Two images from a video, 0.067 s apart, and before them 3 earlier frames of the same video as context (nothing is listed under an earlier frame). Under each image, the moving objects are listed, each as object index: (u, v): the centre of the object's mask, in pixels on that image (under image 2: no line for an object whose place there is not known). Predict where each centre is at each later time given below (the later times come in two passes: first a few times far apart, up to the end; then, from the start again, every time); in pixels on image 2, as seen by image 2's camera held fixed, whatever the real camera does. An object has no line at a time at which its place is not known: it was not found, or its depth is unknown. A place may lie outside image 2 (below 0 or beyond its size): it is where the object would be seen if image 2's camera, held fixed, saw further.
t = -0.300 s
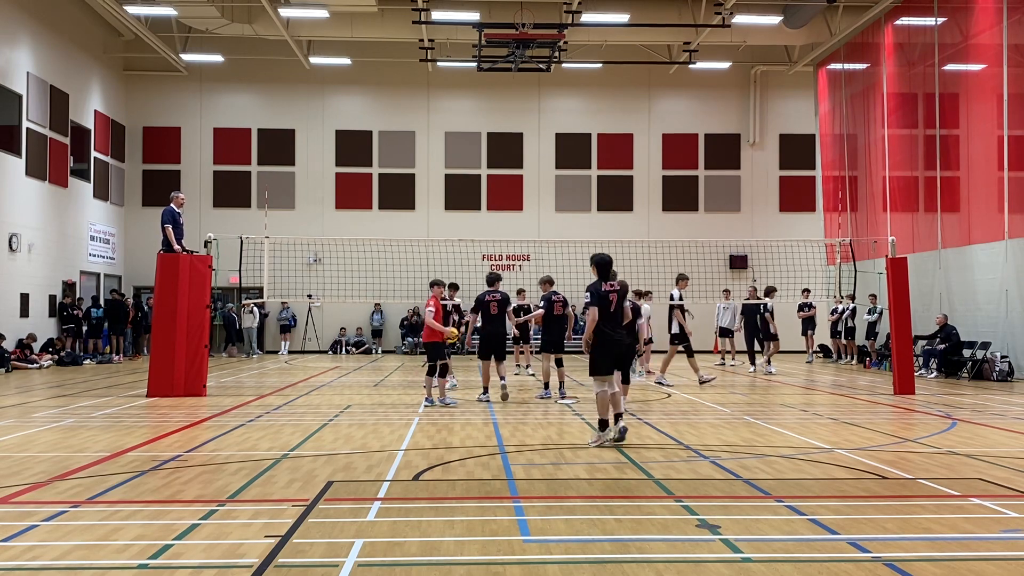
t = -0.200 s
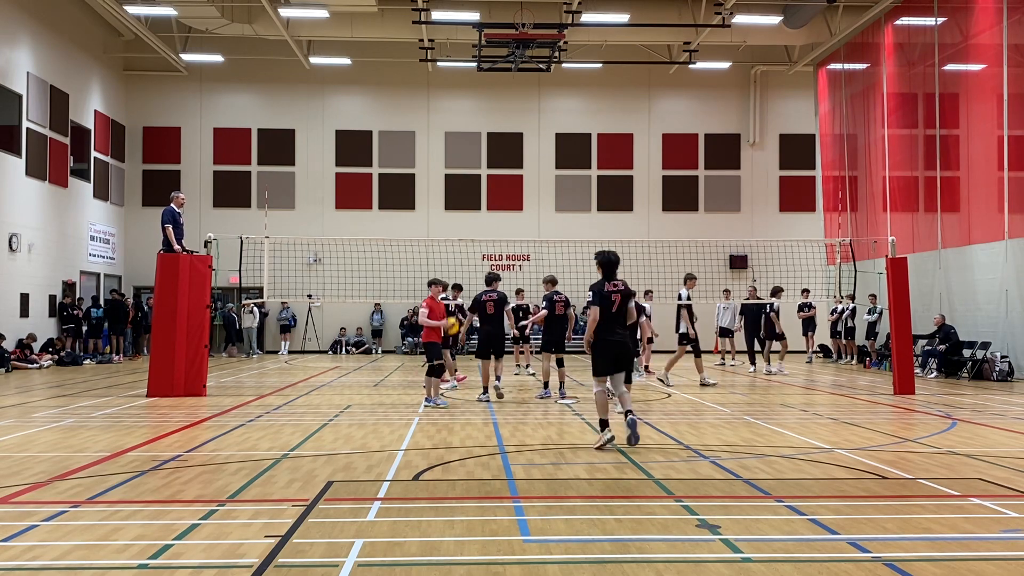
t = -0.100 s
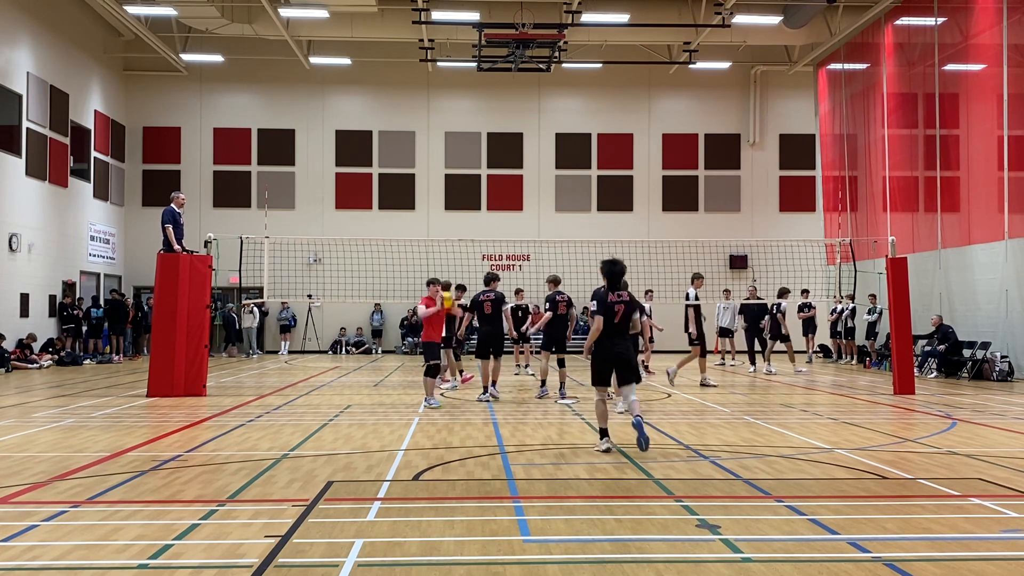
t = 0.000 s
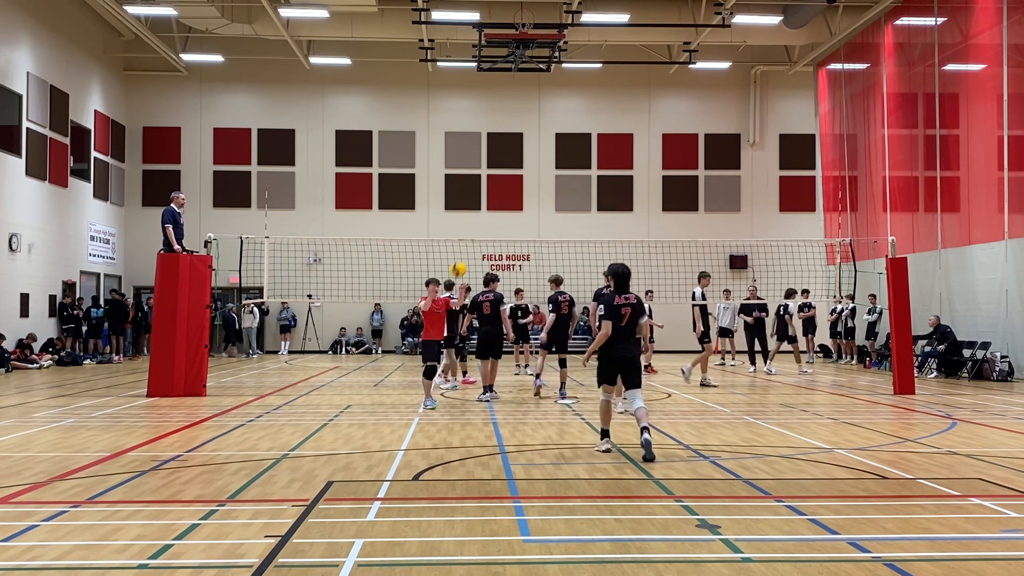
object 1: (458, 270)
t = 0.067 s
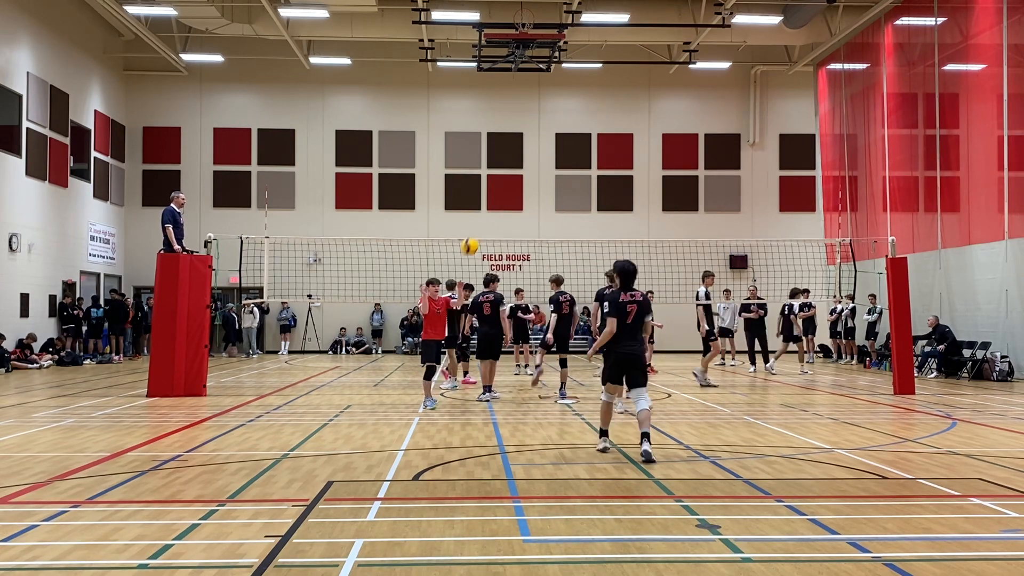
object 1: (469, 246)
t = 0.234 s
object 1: (500, 201)
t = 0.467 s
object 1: (552, 167)
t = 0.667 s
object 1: (606, 177)
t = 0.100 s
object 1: (475, 236)
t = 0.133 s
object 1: (482, 226)
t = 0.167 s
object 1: (488, 217)
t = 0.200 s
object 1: (494, 208)
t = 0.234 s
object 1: (500, 201)
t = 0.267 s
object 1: (507, 194)
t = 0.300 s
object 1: (514, 187)
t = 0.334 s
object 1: (521, 182)
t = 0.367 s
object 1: (528, 177)
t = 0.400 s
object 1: (536, 172)
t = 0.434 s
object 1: (544, 169)
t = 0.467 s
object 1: (552, 167)
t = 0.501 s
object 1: (560, 166)
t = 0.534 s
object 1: (568, 166)
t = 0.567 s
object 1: (577, 167)
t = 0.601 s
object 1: (586, 169)
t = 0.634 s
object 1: (596, 172)
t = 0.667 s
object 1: (606, 177)
